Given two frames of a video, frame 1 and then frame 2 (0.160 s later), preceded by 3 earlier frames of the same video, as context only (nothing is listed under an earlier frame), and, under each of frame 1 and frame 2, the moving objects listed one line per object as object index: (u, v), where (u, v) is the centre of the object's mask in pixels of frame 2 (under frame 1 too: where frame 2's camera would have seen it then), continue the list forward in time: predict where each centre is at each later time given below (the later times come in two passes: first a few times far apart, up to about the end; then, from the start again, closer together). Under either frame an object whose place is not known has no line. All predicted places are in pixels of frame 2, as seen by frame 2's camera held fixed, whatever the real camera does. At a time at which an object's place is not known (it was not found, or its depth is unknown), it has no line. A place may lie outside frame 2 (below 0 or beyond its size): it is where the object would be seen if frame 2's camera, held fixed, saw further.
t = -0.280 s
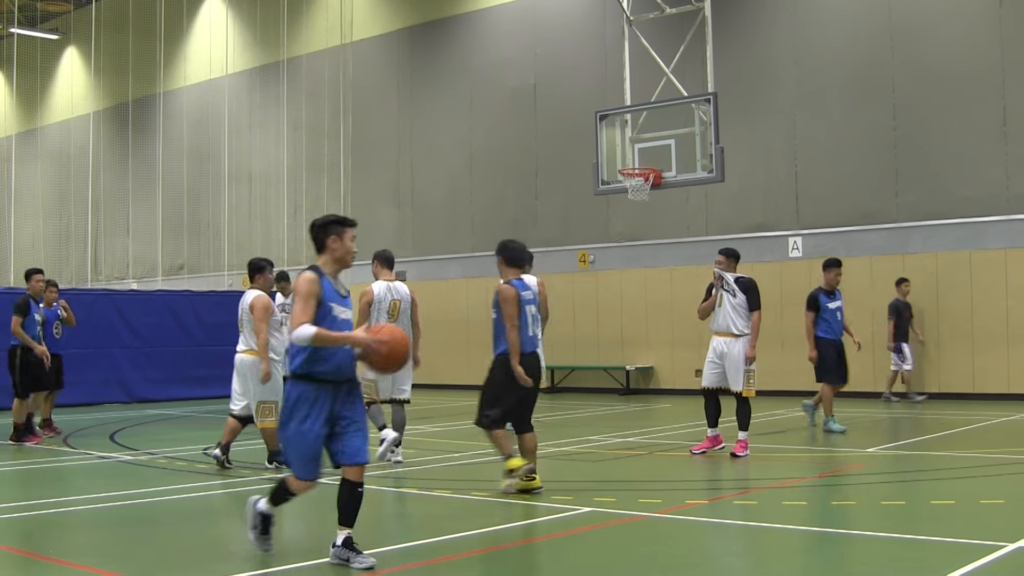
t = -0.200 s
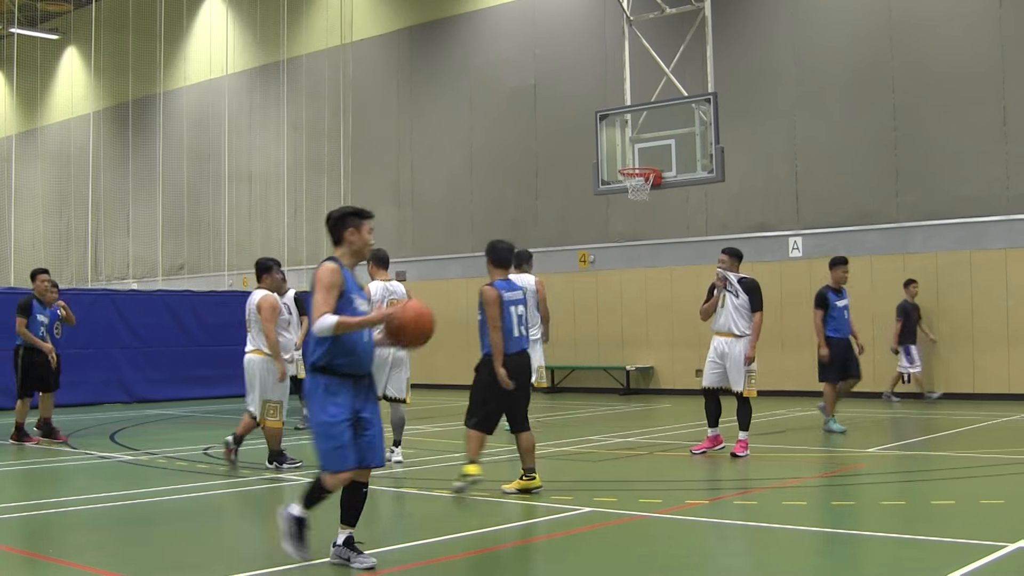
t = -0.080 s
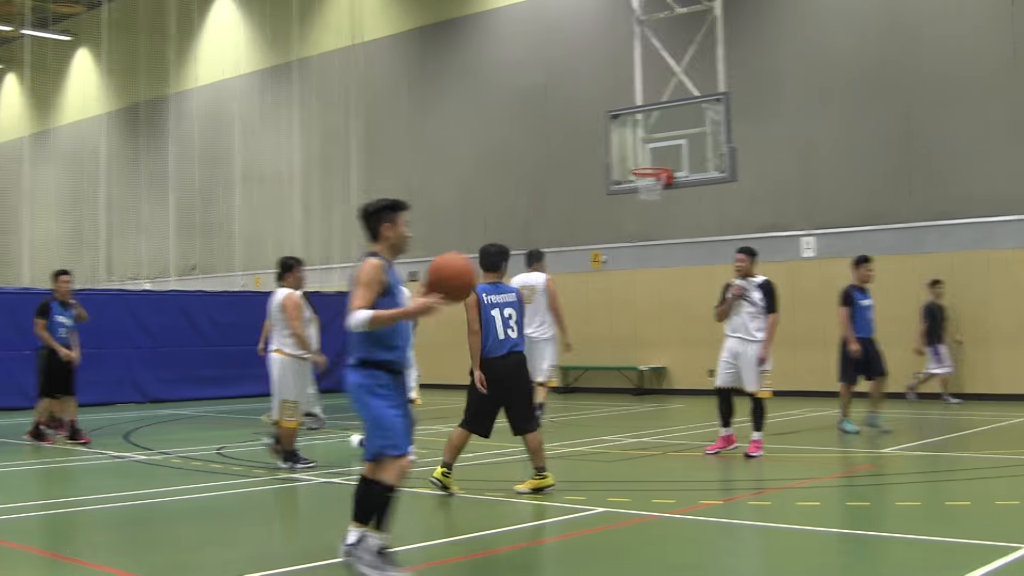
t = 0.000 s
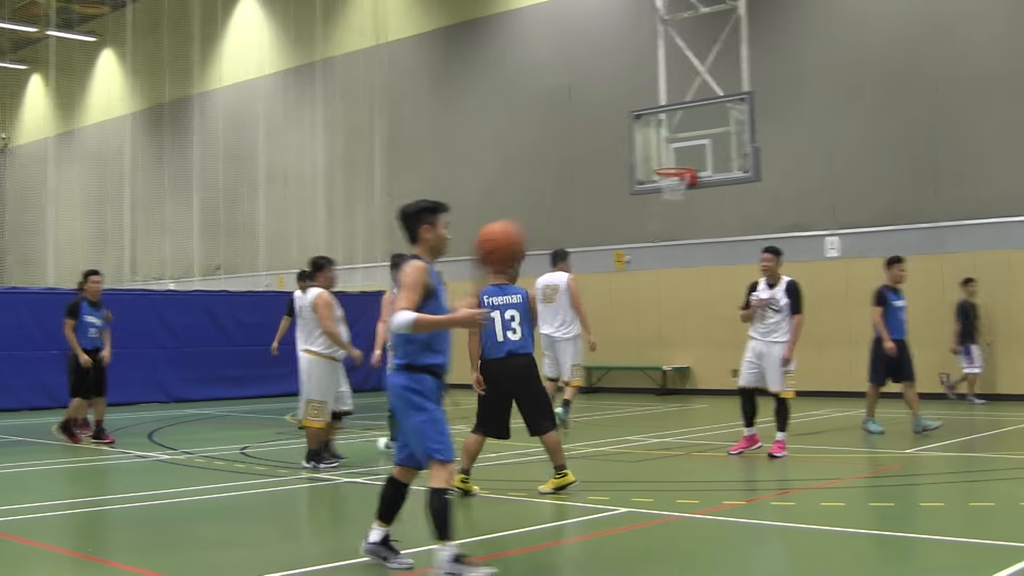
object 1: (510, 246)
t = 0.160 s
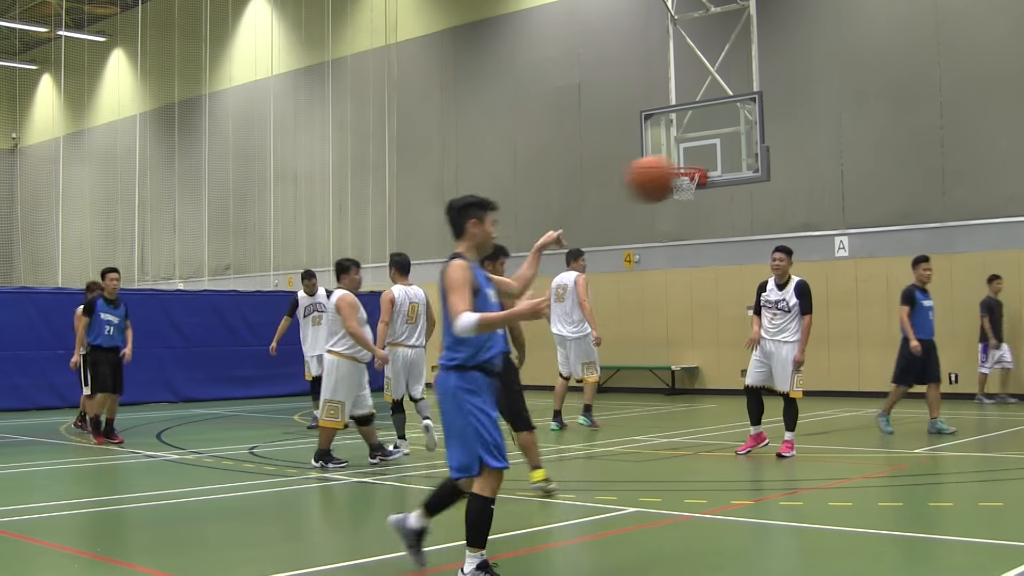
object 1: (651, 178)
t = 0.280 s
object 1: (759, 158)
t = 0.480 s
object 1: (912, 184)
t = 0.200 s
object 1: (688, 168)
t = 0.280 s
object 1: (759, 158)
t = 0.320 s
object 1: (792, 159)
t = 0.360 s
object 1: (823, 161)
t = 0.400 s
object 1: (854, 166)
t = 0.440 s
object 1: (884, 174)
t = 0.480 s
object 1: (912, 184)
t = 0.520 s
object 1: (941, 197)
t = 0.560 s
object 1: (967, 210)
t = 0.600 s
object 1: (994, 228)
